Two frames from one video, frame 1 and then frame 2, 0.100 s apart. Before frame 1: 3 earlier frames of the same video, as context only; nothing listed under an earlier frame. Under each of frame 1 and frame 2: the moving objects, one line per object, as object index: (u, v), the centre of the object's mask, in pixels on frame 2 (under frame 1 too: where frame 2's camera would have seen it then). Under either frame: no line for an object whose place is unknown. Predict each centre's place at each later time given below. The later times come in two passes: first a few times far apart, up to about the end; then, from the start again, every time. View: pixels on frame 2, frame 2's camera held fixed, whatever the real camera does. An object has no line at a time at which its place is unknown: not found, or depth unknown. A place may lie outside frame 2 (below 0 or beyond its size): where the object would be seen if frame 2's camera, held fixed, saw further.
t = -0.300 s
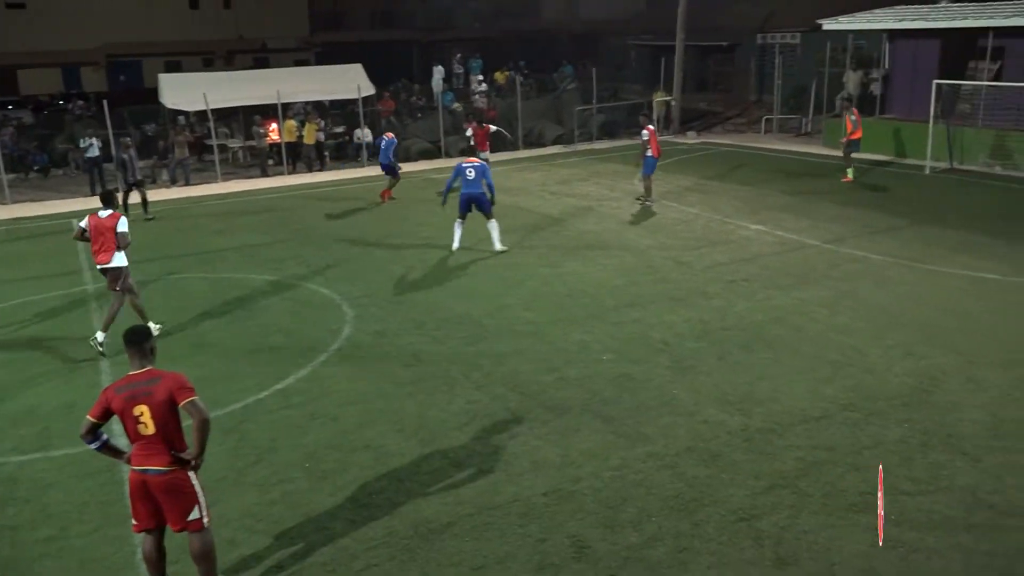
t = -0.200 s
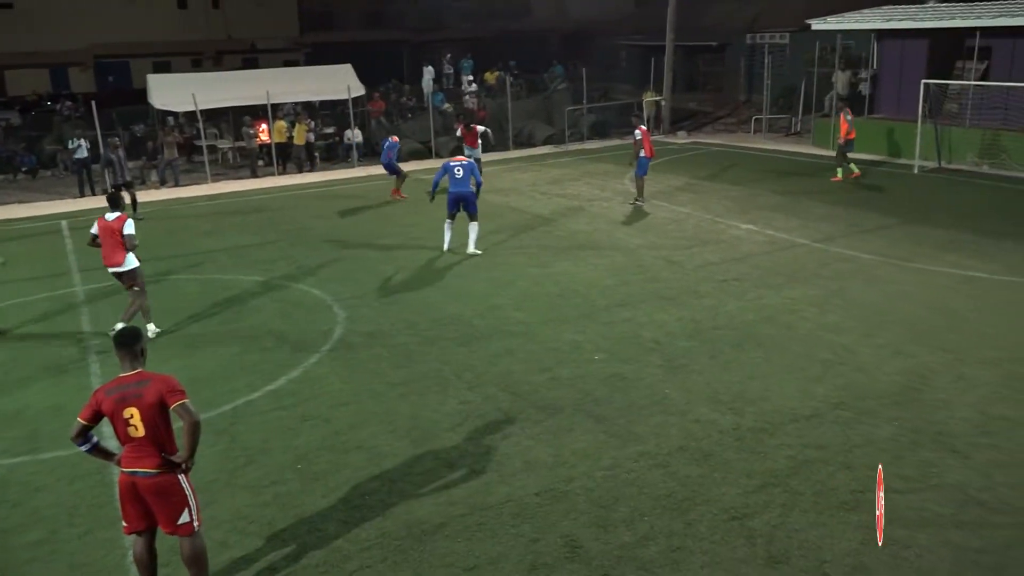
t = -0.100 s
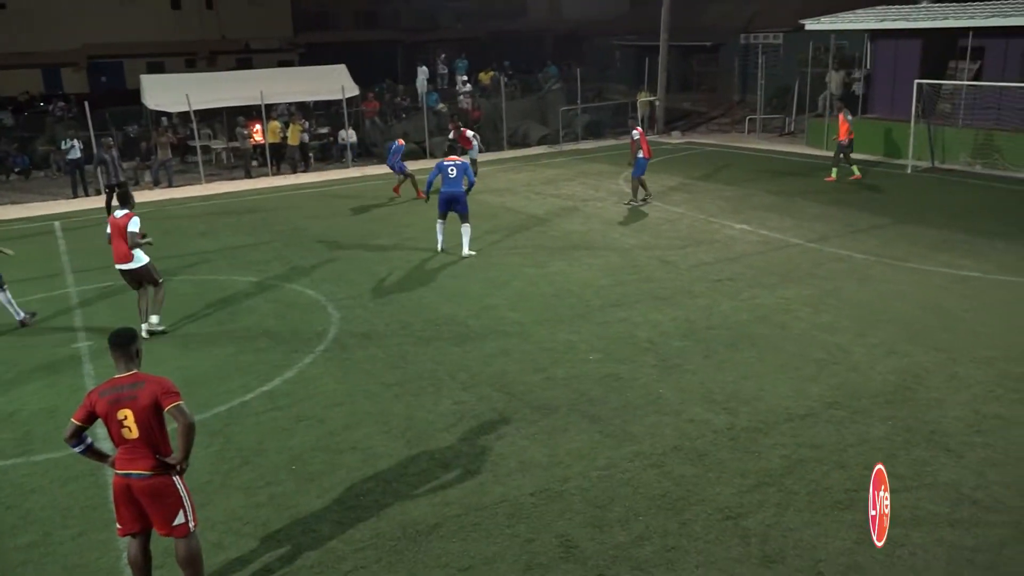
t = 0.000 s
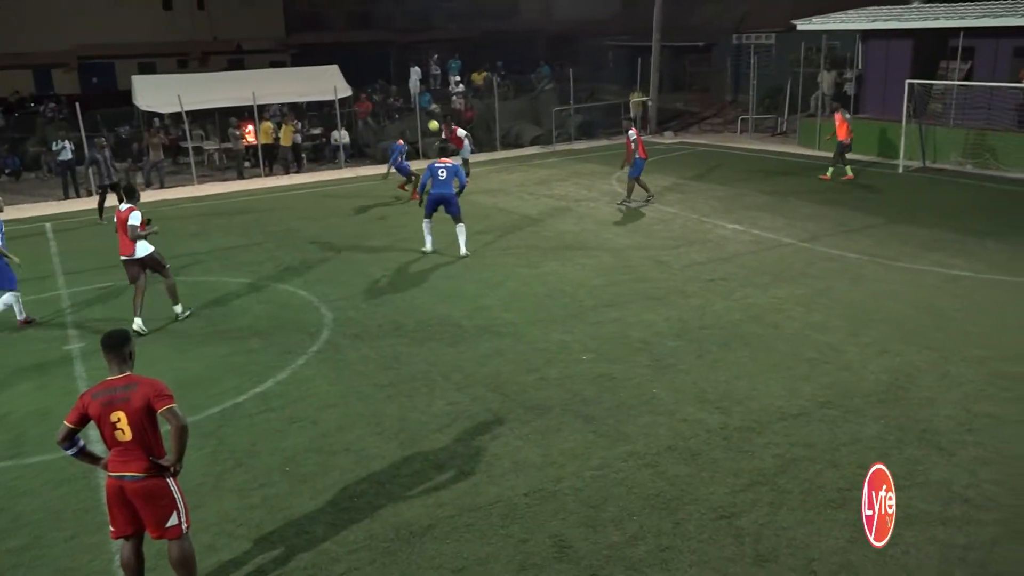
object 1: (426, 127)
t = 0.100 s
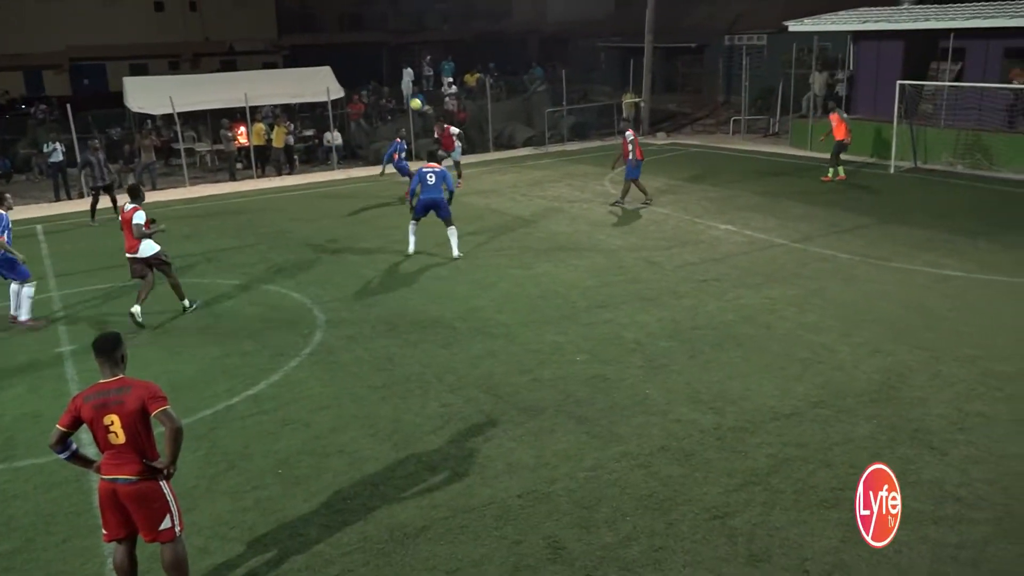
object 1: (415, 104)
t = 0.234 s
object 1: (399, 77)
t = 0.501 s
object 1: (363, 45)
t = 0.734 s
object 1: (325, 50)
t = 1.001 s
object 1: (275, 114)
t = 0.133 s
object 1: (412, 97)
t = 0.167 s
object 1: (408, 90)
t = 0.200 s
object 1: (404, 84)
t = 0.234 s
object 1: (399, 77)
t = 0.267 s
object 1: (395, 72)
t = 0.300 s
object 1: (391, 67)
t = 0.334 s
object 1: (386, 62)
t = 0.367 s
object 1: (382, 57)
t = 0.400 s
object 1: (378, 54)
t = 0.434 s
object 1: (373, 50)
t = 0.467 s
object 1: (368, 47)
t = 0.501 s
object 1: (363, 45)
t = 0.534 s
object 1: (358, 44)
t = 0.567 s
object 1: (353, 43)
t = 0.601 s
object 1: (348, 43)
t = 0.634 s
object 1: (342, 43)
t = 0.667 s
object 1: (337, 45)
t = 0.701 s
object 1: (331, 47)
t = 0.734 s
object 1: (325, 50)
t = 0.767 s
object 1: (320, 54)
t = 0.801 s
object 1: (314, 59)
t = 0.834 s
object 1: (308, 65)
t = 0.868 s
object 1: (302, 72)
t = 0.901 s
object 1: (296, 80)
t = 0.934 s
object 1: (289, 90)
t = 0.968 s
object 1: (282, 103)
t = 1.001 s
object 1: (275, 114)
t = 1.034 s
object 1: (268, 128)
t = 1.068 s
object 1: (260, 144)
